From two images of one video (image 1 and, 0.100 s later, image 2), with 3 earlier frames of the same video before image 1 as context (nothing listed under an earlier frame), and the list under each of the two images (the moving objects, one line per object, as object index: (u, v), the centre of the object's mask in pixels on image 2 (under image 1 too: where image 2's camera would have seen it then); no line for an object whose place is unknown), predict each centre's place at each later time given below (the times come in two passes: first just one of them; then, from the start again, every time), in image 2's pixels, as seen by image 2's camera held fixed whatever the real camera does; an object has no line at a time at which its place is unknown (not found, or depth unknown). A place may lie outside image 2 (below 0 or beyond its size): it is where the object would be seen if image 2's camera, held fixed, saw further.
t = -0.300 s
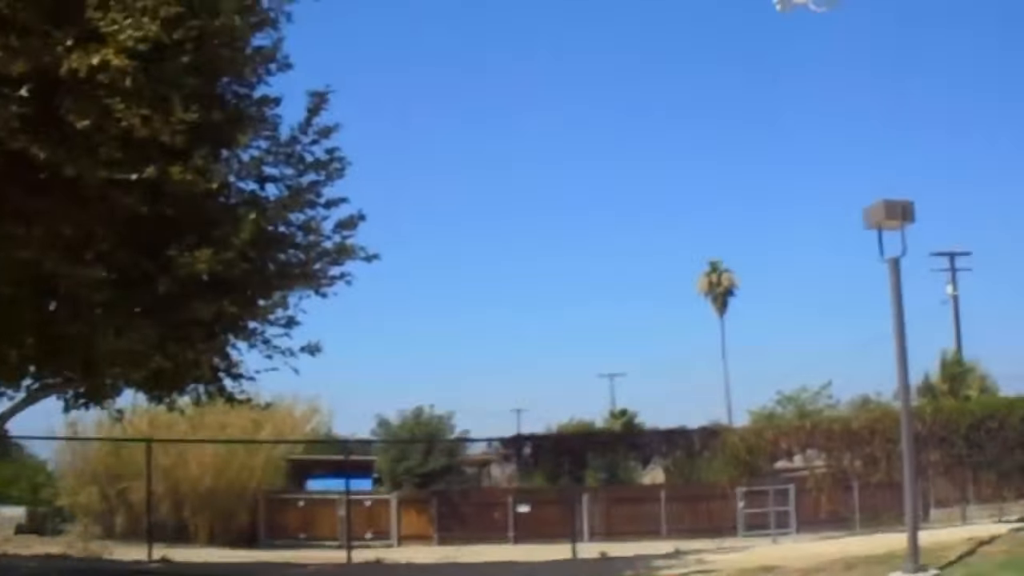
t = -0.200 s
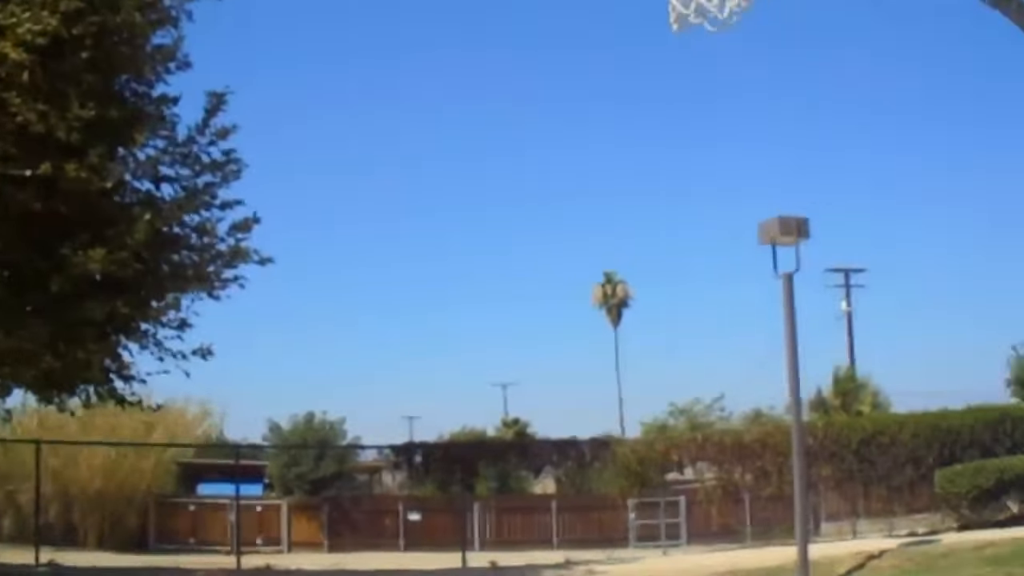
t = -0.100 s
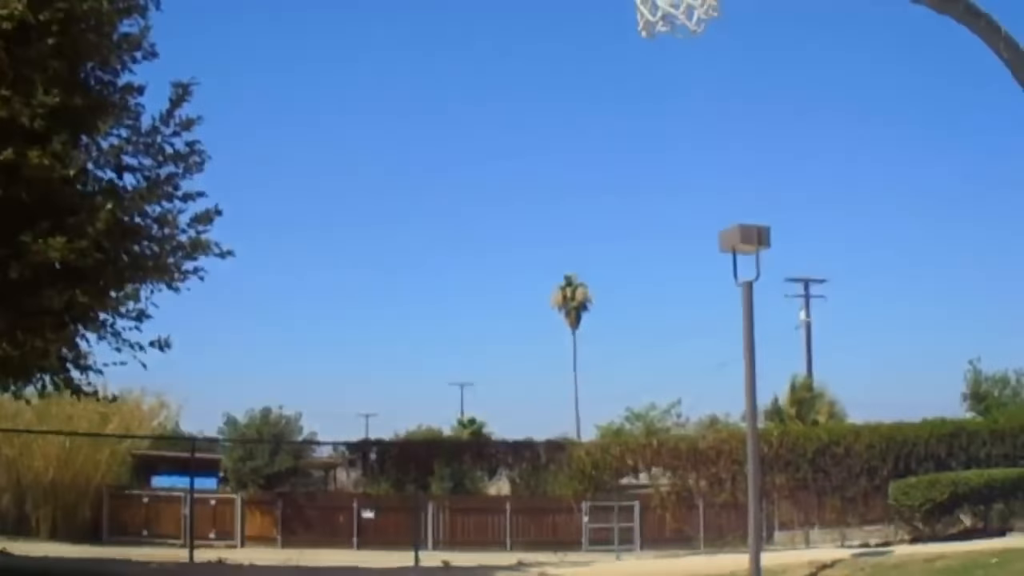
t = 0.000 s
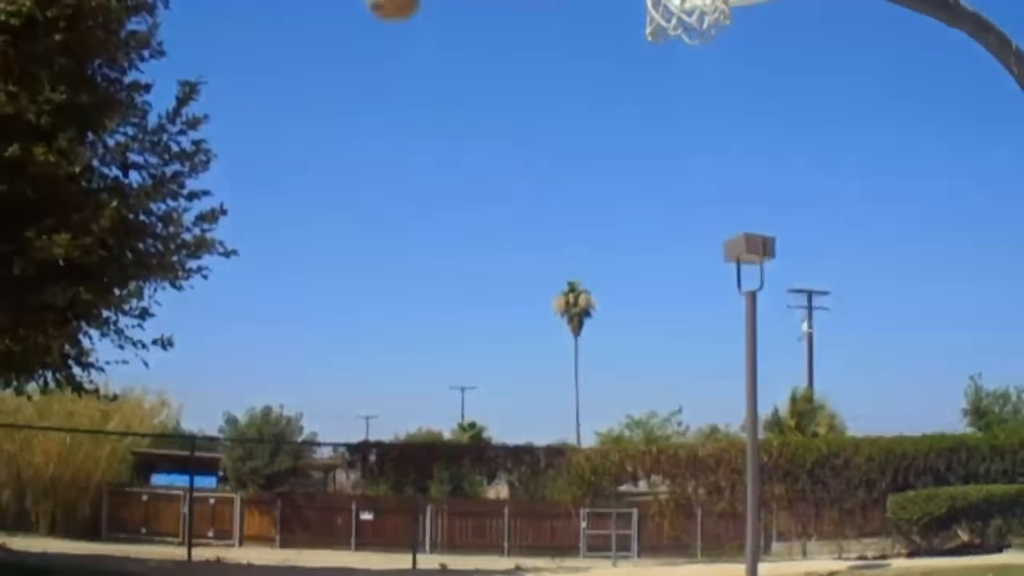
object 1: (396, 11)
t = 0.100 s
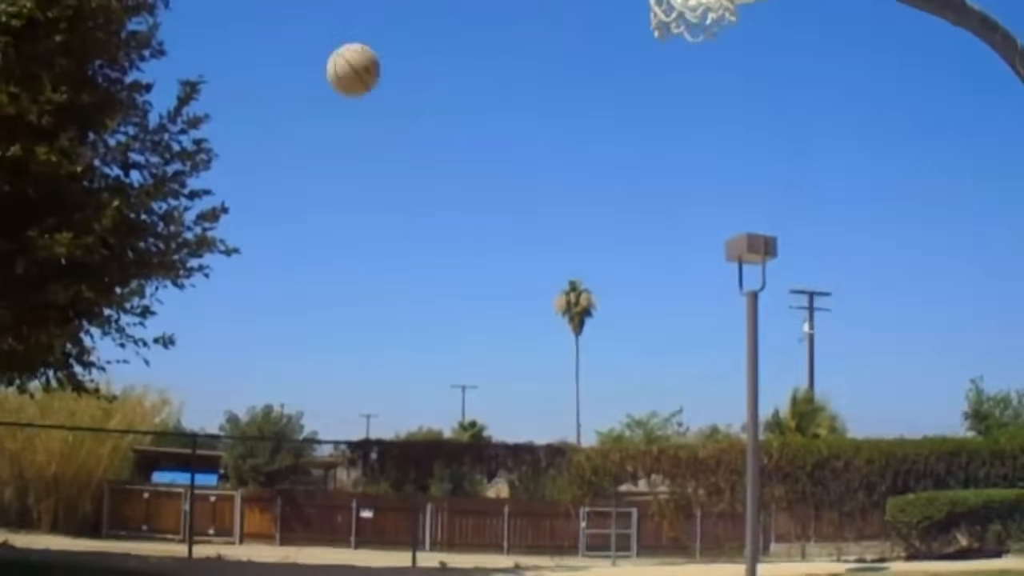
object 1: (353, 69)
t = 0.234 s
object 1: (304, 195)
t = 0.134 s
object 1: (340, 99)
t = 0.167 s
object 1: (327, 129)
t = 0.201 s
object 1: (316, 161)
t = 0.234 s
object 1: (304, 195)
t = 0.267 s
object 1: (294, 230)
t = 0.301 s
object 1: (283, 266)
